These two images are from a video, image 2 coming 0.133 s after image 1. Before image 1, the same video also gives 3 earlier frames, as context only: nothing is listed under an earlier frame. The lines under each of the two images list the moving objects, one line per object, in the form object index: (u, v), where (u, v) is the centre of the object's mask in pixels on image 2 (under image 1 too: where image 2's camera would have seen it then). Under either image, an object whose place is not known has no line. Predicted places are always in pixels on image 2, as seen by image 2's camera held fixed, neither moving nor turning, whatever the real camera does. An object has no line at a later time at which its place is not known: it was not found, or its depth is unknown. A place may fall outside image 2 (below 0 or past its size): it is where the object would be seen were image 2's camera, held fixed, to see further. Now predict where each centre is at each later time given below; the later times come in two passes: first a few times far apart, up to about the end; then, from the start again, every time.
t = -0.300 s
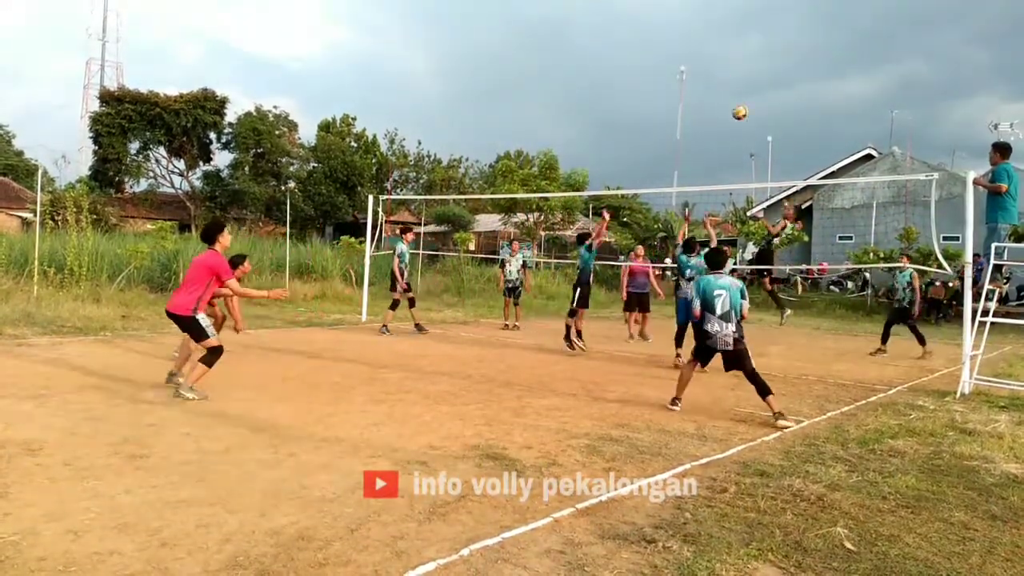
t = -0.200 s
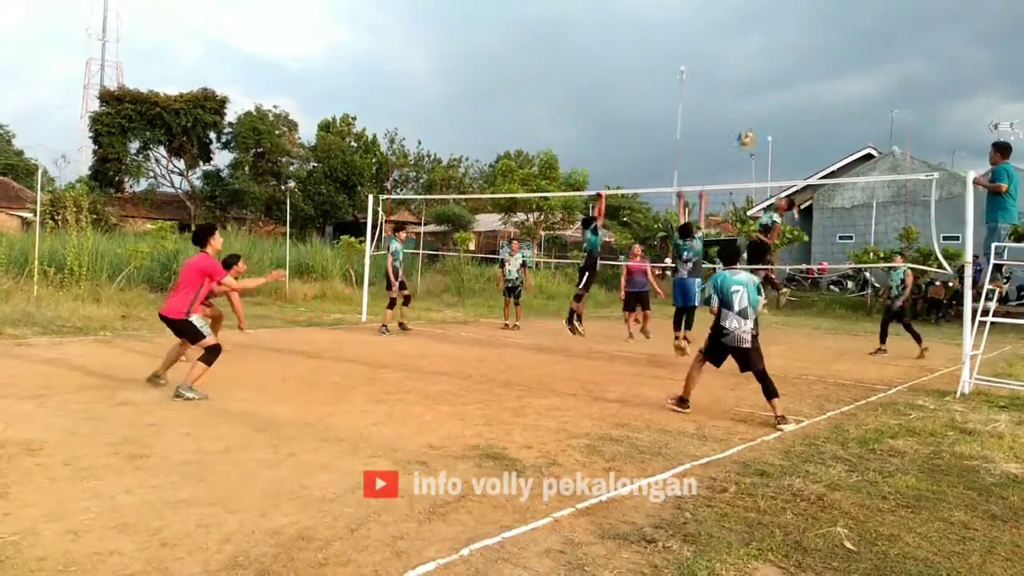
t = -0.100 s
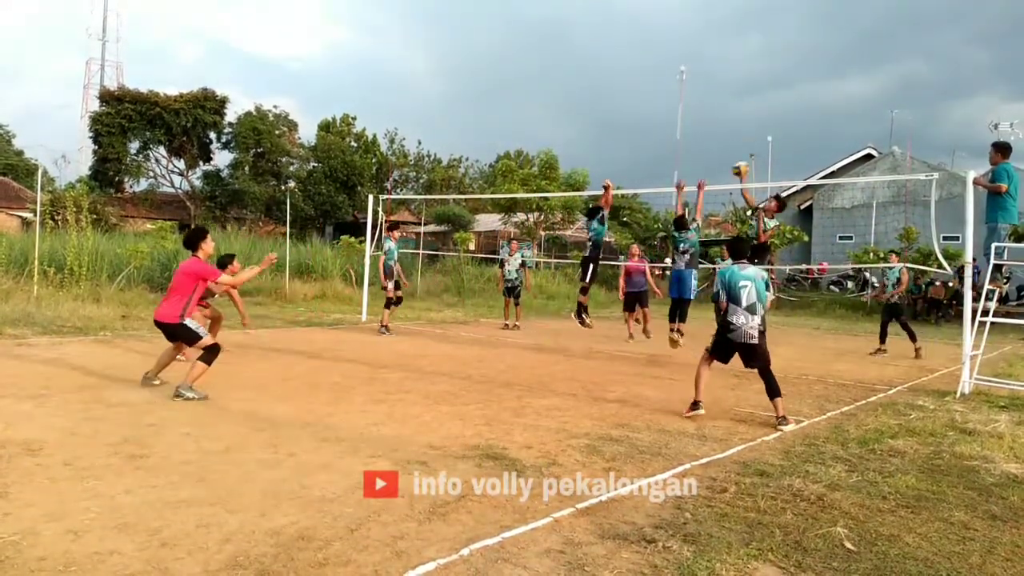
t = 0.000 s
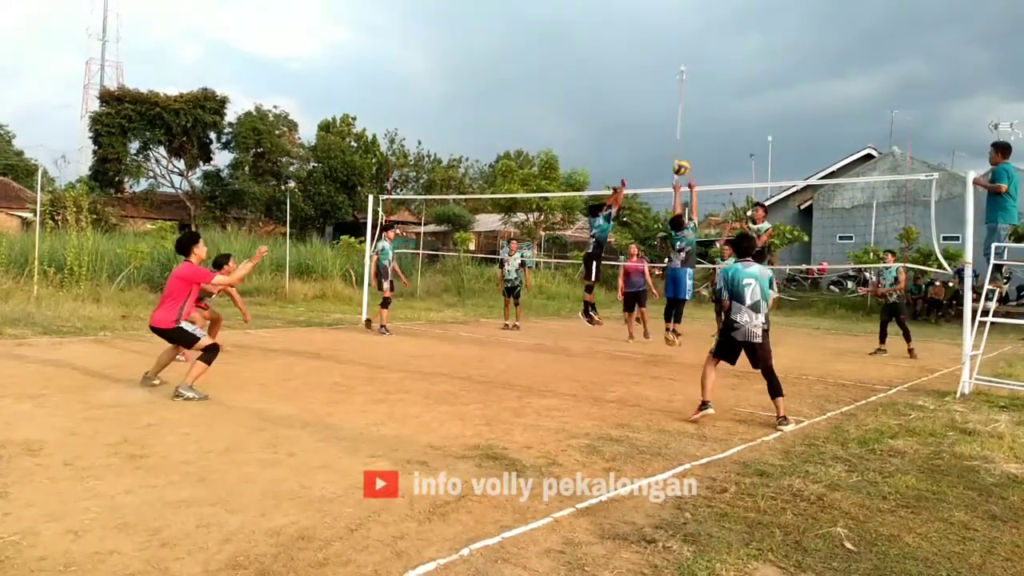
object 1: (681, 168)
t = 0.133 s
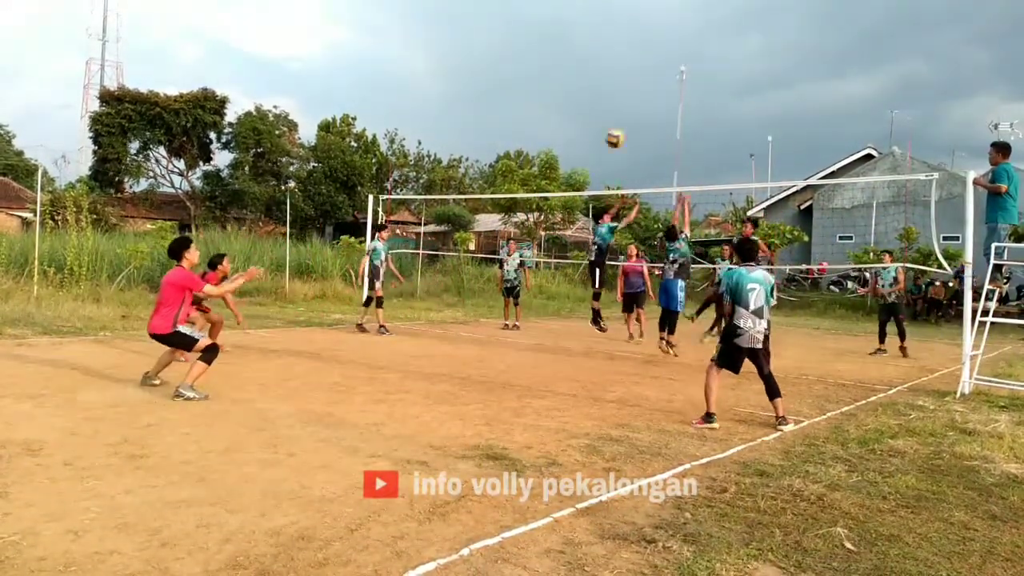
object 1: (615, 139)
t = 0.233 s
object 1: (559, 128)
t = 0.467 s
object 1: (402, 140)
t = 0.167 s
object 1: (597, 135)
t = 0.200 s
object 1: (579, 131)
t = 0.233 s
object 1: (559, 128)
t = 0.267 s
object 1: (539, 126)
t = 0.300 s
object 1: (519, 125)
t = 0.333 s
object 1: (497, 125)
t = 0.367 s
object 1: (475, 127)
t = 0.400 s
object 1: (451, 130)
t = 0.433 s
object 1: (427, 134)
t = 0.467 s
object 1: (402, 140)
